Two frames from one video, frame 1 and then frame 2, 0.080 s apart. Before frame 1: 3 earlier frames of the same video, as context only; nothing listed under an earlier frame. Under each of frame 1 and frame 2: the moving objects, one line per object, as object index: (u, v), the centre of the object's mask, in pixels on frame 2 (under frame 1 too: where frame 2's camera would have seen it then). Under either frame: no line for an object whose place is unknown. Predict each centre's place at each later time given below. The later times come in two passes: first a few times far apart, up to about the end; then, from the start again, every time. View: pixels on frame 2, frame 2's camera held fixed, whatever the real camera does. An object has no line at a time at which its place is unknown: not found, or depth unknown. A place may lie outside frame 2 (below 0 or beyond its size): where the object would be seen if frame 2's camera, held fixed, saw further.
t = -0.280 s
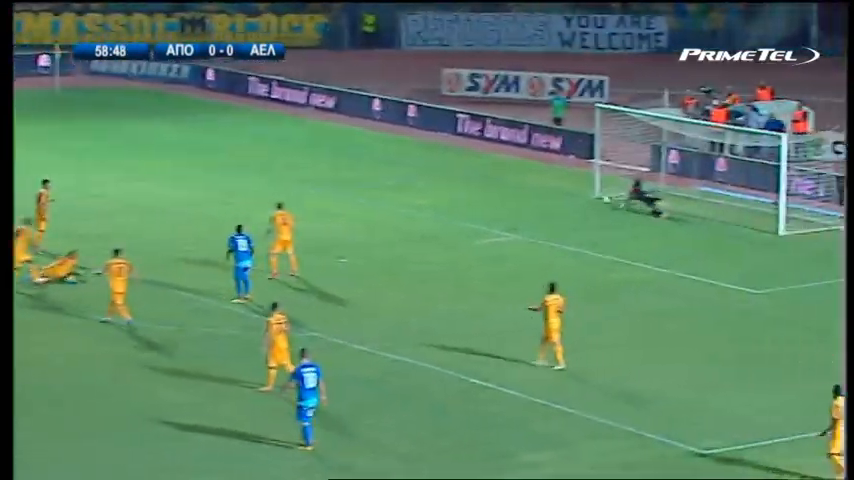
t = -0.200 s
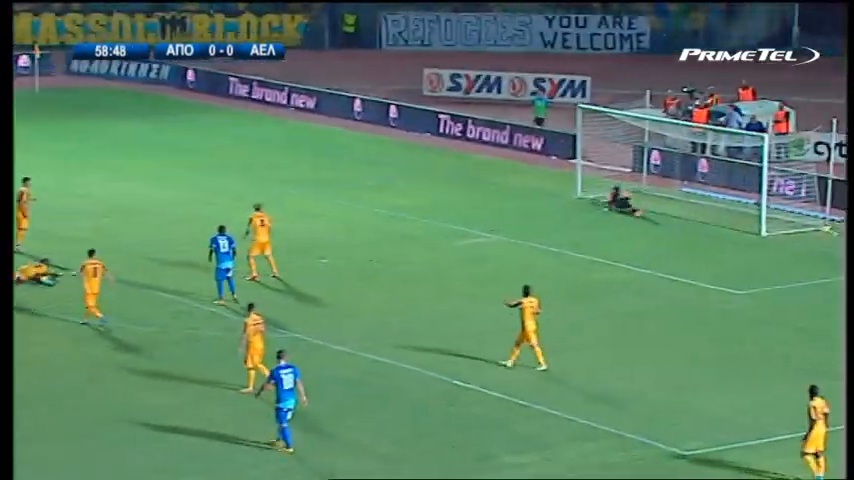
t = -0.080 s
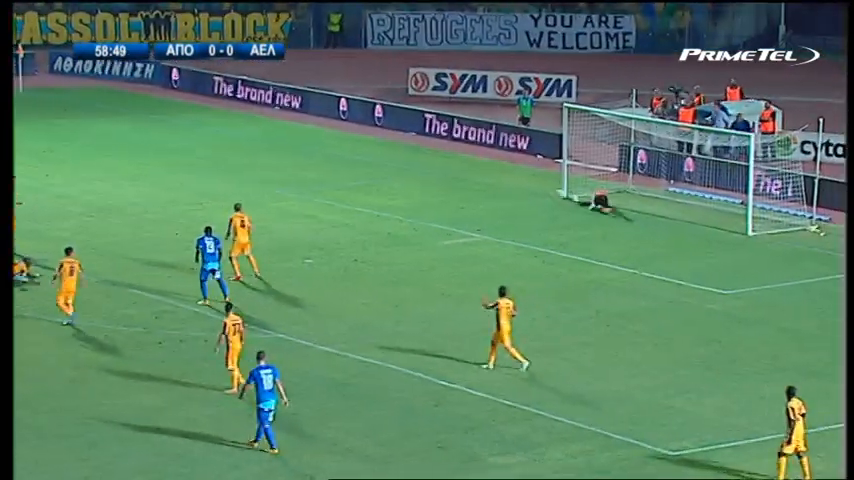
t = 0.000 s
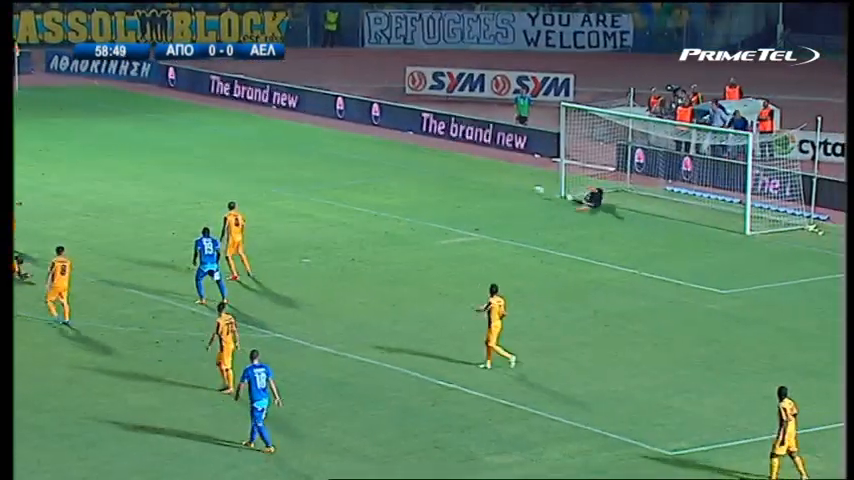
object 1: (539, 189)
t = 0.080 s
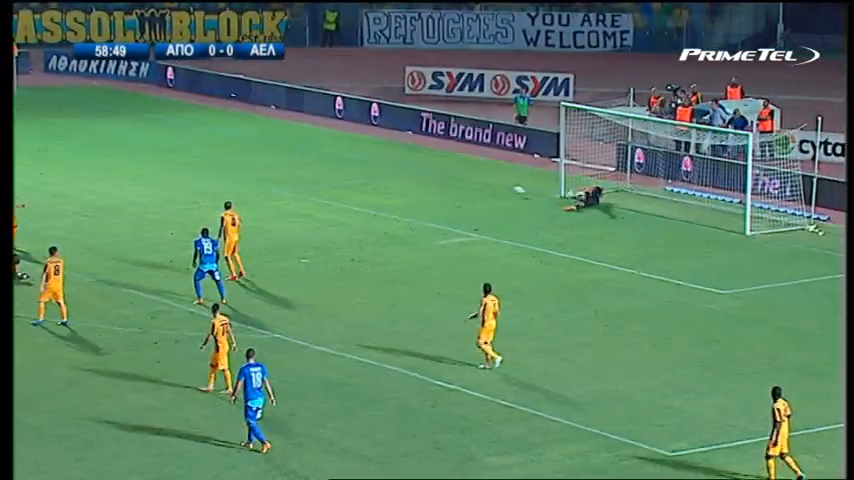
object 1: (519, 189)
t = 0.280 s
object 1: (475, 191)
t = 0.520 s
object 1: (429, 191)
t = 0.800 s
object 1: (387, 191)
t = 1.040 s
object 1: (356, 189)
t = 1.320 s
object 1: (320, 188)
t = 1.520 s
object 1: (295, 187)
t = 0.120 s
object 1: (510, 192)
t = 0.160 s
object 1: (500, 193)
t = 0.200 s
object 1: (491, 193)
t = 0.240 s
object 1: (483, 192)
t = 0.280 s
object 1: (475, 191)
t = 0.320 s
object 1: (467, 191)
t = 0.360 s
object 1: (458, 191)
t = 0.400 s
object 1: (450, 192)
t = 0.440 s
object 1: (443, 193)
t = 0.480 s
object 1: (436, 192)
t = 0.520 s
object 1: (429, 191)
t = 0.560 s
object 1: (423, 192)
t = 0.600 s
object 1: (416, 192)
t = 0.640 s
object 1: (411, 191)
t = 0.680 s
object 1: (405, 191)
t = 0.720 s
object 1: (399, 191)
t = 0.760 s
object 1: (393, 191)
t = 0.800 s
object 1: (387, 191)
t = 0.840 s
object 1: (383, 190)
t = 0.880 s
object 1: (377, 190)
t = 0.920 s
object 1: (373, 190)
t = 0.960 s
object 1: (368, 190)
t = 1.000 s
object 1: (363, 190)
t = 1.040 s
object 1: (356, 189)
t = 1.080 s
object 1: (350, 189)
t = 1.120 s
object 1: (345, 189)
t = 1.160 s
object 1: (339, 189)
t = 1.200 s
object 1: (335, 189)
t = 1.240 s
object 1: (329, 188)
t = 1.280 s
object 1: (324, 188)
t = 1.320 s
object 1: (320, 188)
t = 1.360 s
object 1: (315, 188)
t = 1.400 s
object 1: (310, 188)
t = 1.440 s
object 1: (305, 187)
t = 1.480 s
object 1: (301, 187)
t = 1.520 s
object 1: (295, 187)
